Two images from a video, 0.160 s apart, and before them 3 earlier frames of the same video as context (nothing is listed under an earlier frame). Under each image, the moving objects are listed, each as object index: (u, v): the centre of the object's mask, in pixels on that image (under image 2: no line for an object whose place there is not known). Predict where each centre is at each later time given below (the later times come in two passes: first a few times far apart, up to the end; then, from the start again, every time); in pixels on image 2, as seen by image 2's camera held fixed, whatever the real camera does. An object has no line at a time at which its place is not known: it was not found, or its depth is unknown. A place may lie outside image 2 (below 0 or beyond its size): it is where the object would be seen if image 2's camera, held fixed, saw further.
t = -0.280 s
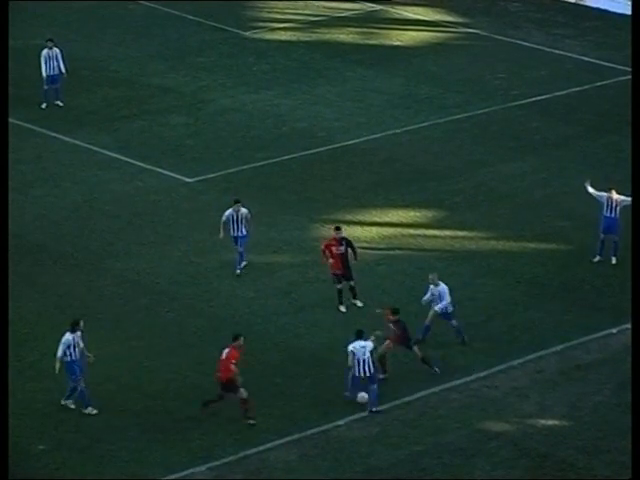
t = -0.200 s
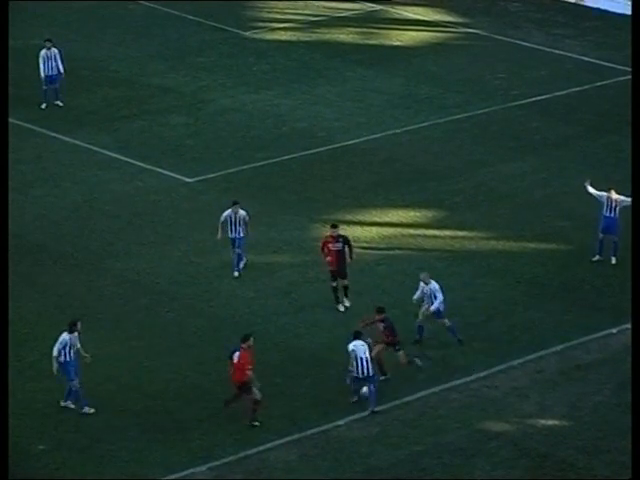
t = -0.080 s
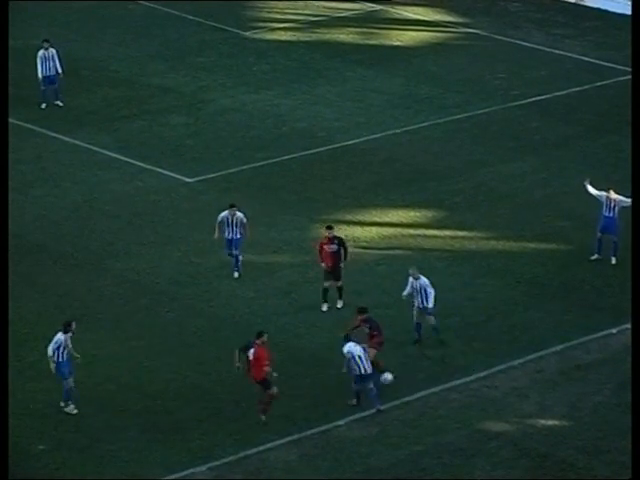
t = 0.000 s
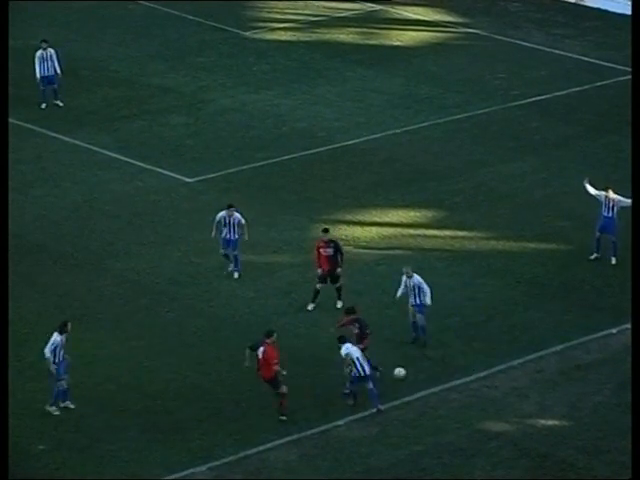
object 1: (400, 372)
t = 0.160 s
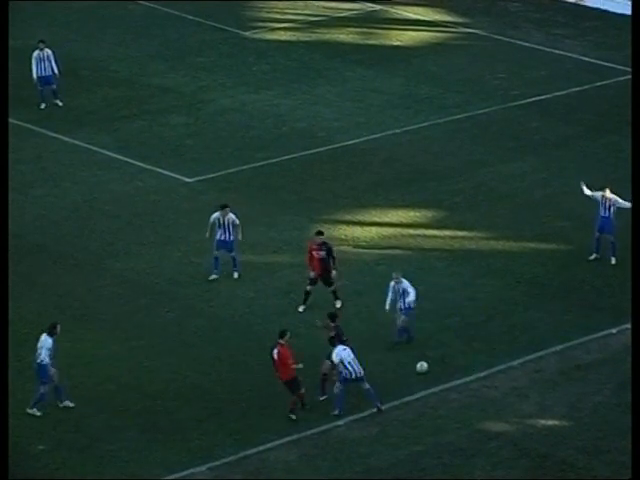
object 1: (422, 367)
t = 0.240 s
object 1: (431, 361)
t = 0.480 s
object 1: (458, 351)
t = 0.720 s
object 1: (482, 340)
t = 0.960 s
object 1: (505, 330)
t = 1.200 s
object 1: (525, 321)
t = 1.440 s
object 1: (544, 312)
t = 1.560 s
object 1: (553, 308)
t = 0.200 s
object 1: (426, 362)
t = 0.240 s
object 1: (431, 361)
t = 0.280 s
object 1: (436, 359)
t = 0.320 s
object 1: (440, 359)
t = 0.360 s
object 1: (444, 358)
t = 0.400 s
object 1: (448, 355)
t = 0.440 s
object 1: (453, 353)
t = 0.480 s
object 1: (458, 351)
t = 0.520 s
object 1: (462, 349)
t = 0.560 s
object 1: (466, 348)
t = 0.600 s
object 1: (470, 345)
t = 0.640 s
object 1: (474, 343)
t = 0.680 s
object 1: (478, 341)
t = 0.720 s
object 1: (482, 340)
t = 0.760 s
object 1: (486, 339)
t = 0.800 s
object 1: (490, 336)
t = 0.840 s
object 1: (494, 335)
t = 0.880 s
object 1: (497, 333)
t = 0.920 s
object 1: (501, 332)
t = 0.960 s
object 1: (505, 330)
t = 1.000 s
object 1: (509, 328)
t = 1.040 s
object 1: (512, 327)
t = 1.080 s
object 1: (516, 325)
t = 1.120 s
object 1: (519, 324)
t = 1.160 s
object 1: (522, 322)
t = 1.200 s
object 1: (525, 321)
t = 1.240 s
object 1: (529, 319)
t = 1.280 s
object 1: (533, 318)
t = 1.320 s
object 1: (535, 316)
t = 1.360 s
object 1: (538, 314)
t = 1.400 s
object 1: (541, 313)
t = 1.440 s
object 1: (544, 312)
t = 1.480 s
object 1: (547, 310)
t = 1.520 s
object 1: (550, 309)
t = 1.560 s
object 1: (553, 308)
